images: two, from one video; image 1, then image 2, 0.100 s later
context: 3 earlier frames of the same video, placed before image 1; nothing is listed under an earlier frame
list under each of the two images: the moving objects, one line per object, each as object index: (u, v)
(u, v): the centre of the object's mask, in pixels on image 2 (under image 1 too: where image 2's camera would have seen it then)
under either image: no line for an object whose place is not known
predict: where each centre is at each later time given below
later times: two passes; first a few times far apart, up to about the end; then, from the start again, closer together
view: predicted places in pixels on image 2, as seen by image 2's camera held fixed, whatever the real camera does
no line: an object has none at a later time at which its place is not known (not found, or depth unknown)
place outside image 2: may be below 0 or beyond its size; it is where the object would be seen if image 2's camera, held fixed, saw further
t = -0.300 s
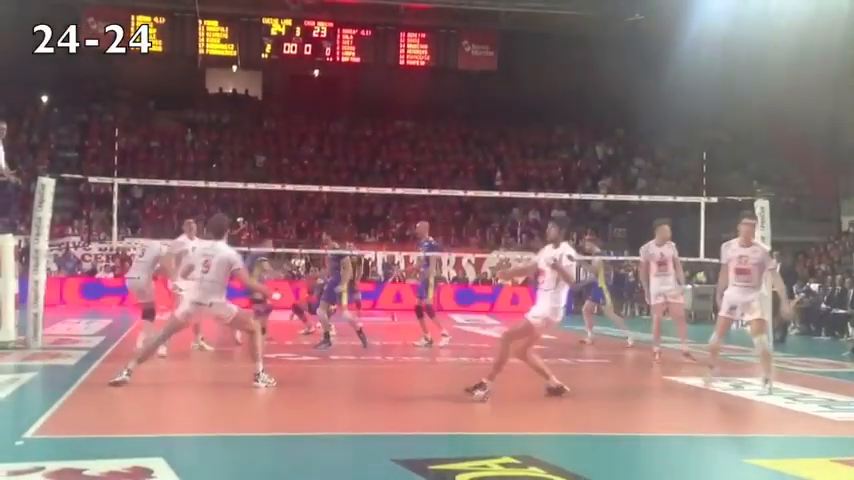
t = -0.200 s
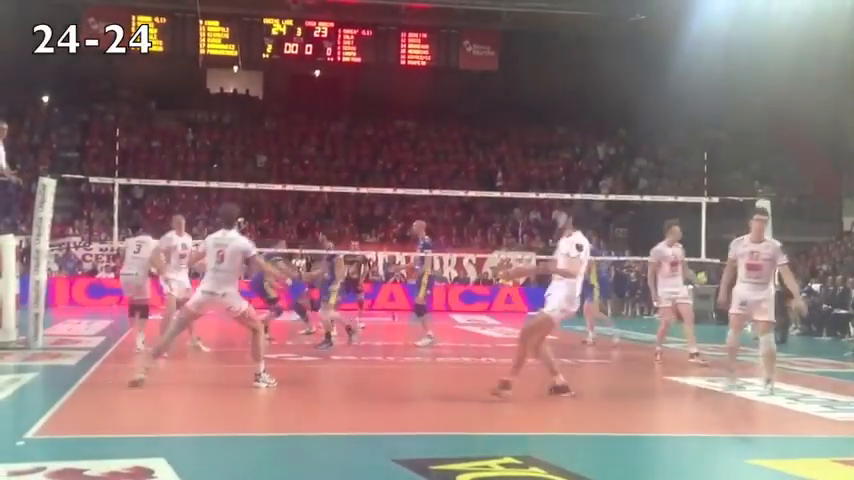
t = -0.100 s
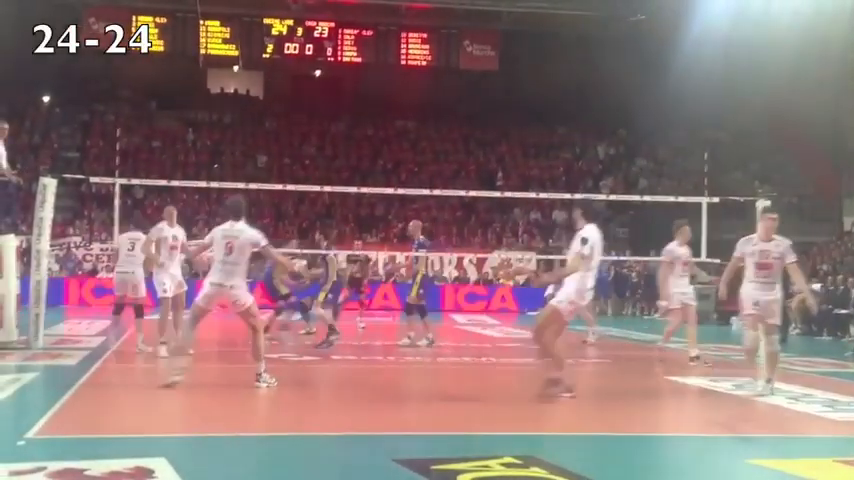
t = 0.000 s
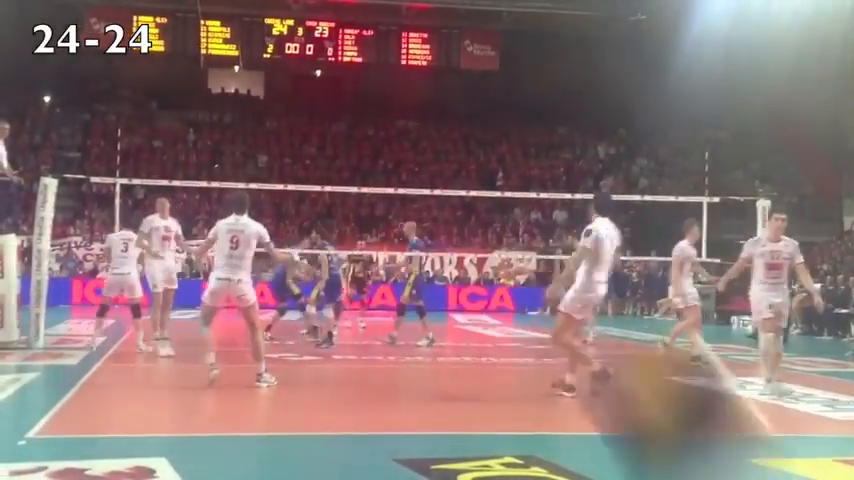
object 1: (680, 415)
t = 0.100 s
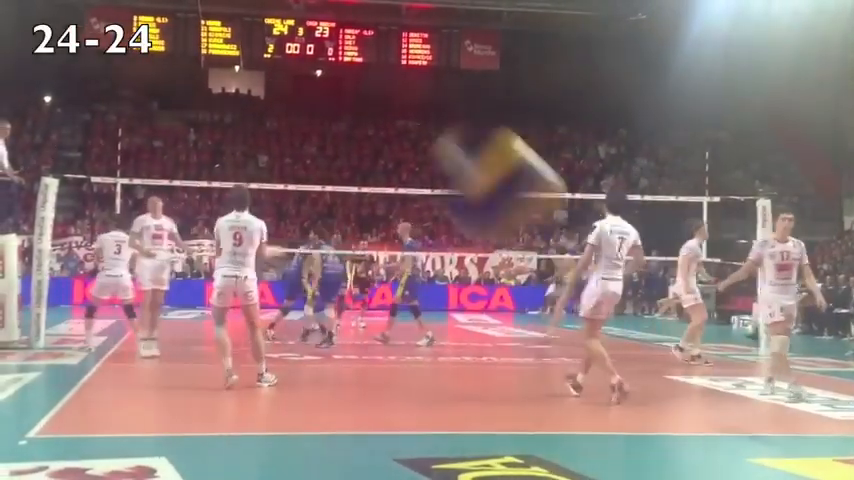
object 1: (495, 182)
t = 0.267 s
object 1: (333, 36)
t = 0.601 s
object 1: (185, 57)
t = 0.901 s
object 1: (121, 199)
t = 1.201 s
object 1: (73, 390)
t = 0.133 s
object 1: (452, 136)
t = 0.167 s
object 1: (417, 106)
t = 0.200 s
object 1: (387, 78)
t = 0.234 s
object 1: (358, 54)
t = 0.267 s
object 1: (333, 36)
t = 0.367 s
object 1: (272, 19)
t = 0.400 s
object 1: (256, 20)
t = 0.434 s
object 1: (245, 20)
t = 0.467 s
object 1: (230, 20)
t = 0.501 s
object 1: (217, 24)
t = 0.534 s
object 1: (205, 34)
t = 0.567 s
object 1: (193, 46)
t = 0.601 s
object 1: (185, 57)
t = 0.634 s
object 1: (177, 68)
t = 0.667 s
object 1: (168, 81)
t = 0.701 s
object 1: (161, 96)
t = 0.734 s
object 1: (154, 112)
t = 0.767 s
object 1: (146, 127)
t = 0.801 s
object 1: (139, 145)
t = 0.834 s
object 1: (133, 159)
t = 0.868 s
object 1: (128, 178)
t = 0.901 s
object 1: (121, 199)
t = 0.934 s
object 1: (117, 215)
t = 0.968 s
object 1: (110, 236)
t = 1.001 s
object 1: (105, 259)
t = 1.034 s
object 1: (99, 278)
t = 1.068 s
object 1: (94, 299)
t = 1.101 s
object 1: (89, 322)
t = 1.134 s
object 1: (81, 346)
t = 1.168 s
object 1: (78, 365)
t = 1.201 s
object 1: (73, 390)
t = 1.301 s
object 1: (66, 370)
